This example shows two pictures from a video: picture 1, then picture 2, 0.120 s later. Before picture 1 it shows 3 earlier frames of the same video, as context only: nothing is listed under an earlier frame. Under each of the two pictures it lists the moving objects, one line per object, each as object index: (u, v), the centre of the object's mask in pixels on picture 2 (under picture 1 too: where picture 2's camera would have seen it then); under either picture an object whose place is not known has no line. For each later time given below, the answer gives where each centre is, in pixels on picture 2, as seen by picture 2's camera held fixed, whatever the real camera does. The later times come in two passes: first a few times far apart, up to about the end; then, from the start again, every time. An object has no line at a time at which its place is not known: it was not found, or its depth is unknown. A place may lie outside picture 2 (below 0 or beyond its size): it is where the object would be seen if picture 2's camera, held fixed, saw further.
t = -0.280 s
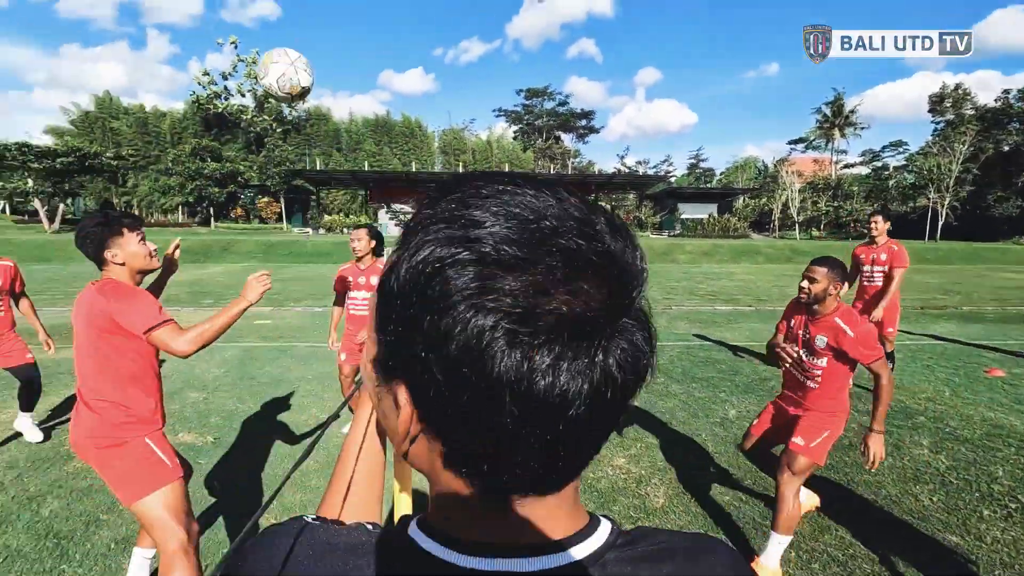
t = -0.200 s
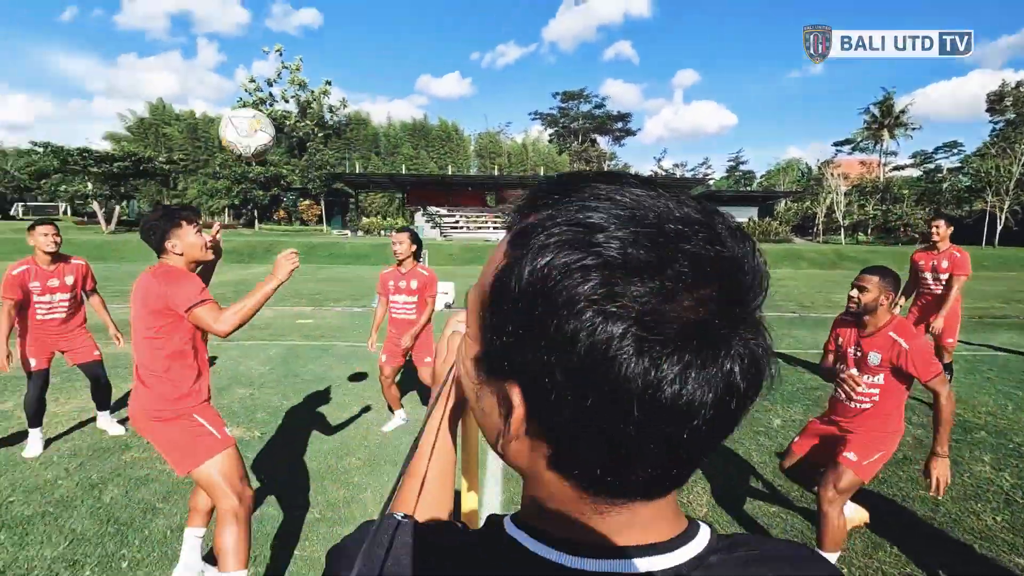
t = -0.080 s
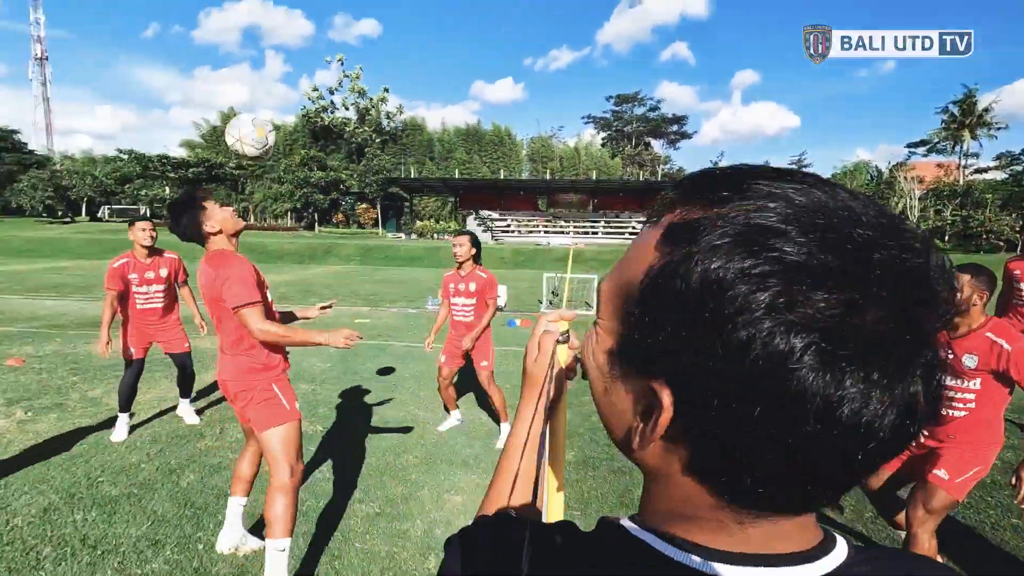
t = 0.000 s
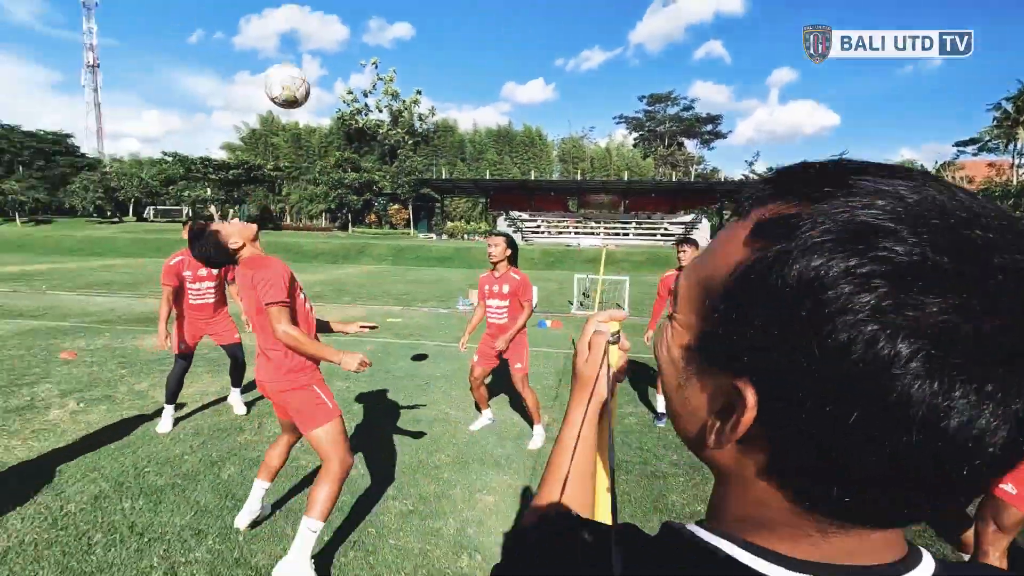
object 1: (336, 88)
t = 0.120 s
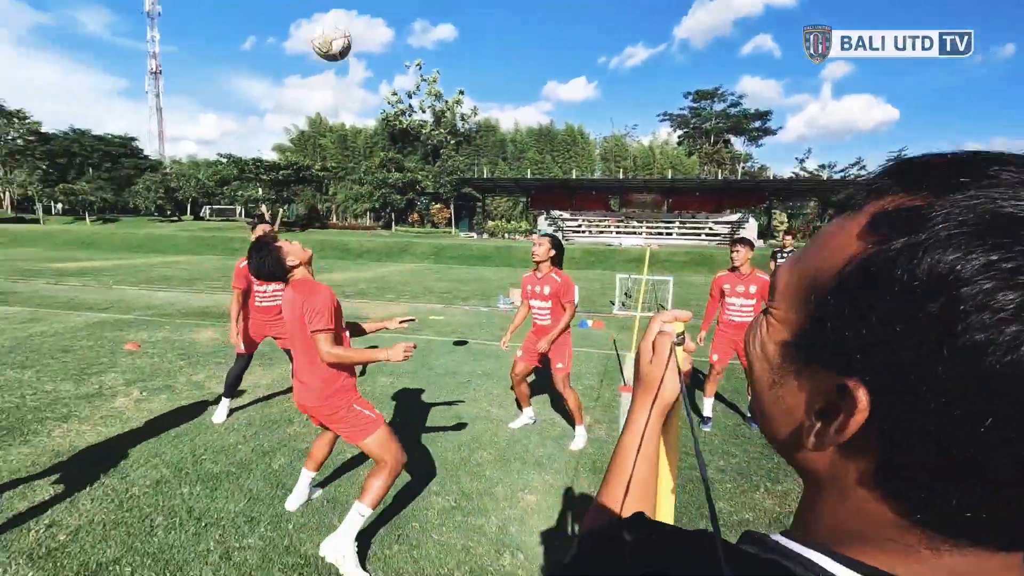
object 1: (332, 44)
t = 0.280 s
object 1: (324, 22)
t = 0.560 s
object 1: (316, 88)
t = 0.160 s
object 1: (330, 33)
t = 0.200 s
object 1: (327, 25)
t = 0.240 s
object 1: (326, 22)
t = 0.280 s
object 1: (324, 22)
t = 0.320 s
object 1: (323, 25)
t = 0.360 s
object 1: (321, 31)
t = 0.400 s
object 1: (320, 38)
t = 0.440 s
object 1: (318, 48)
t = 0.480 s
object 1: (317, 59)
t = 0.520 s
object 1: (316, 73)
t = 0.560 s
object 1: (316, 88)
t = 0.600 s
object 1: (316, 104)
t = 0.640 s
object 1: (317, 121)
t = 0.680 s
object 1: (313, 139)
